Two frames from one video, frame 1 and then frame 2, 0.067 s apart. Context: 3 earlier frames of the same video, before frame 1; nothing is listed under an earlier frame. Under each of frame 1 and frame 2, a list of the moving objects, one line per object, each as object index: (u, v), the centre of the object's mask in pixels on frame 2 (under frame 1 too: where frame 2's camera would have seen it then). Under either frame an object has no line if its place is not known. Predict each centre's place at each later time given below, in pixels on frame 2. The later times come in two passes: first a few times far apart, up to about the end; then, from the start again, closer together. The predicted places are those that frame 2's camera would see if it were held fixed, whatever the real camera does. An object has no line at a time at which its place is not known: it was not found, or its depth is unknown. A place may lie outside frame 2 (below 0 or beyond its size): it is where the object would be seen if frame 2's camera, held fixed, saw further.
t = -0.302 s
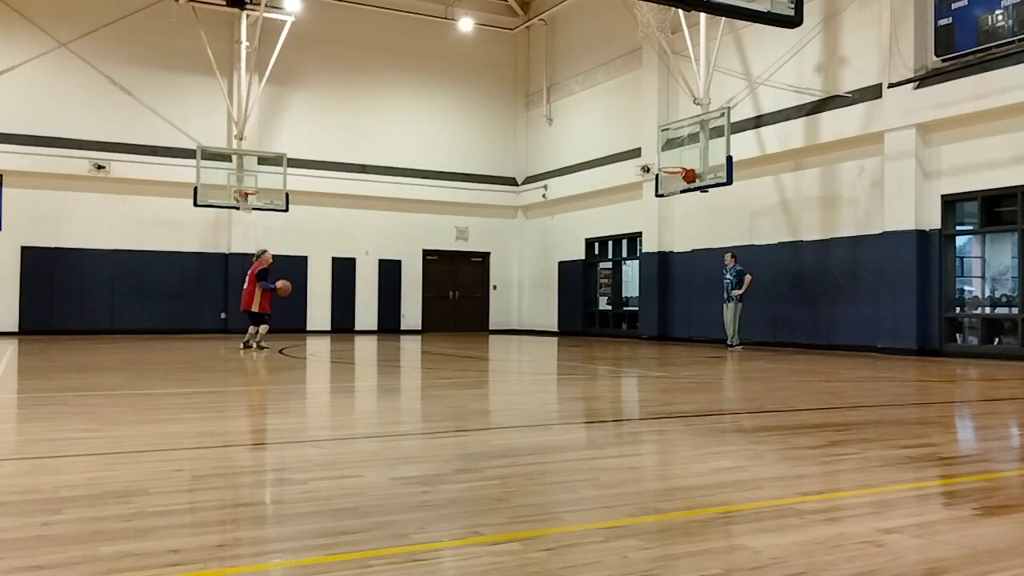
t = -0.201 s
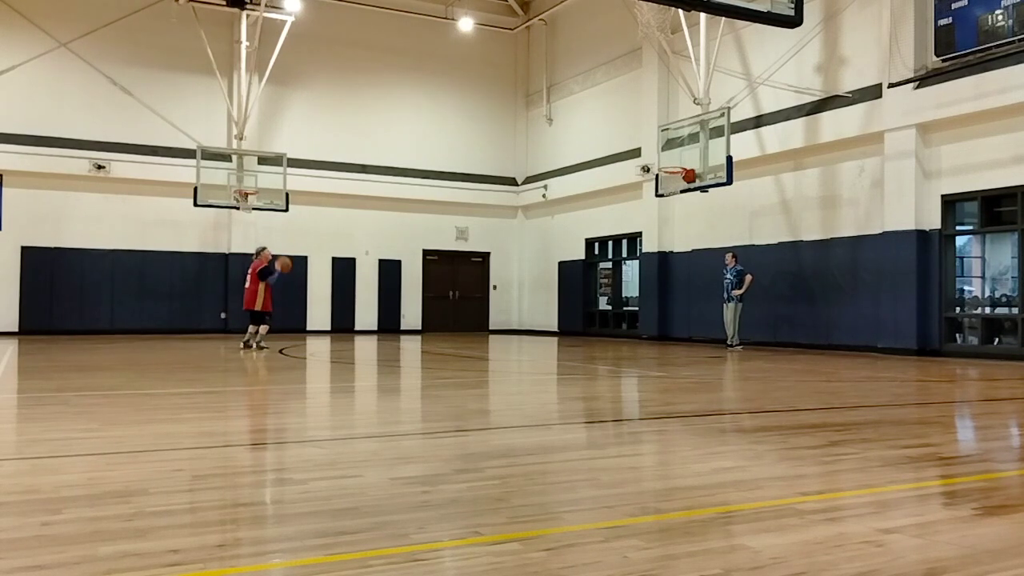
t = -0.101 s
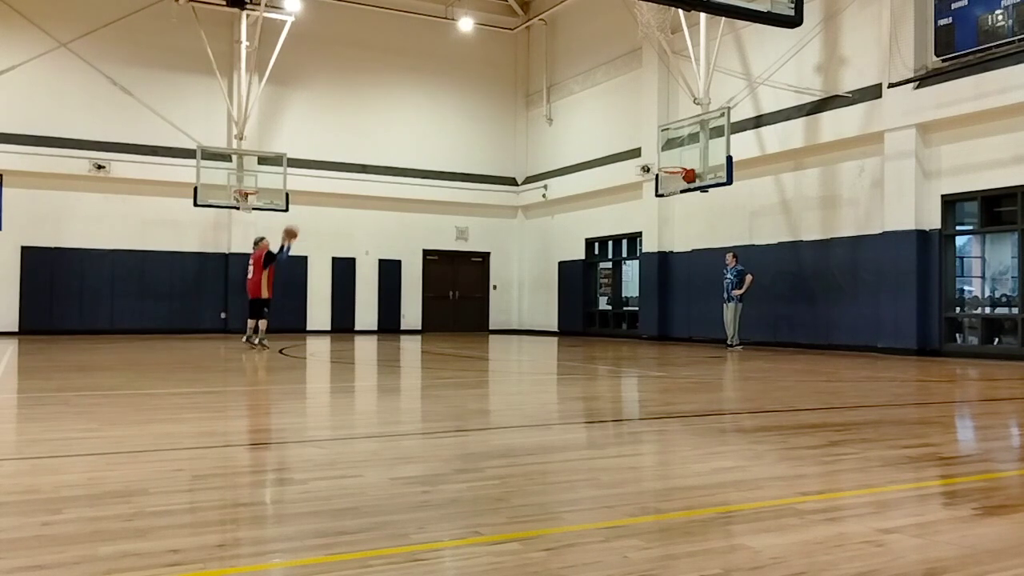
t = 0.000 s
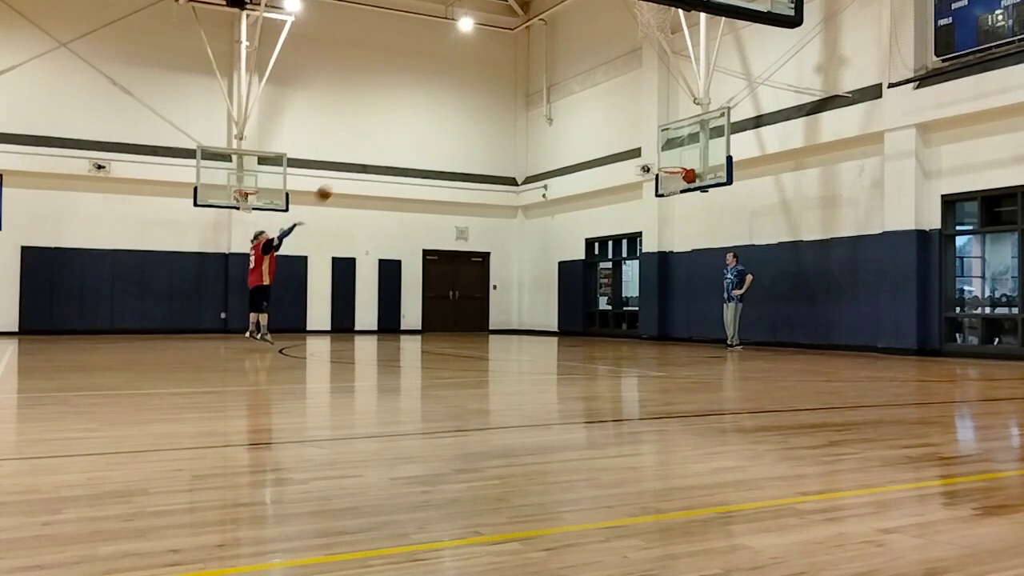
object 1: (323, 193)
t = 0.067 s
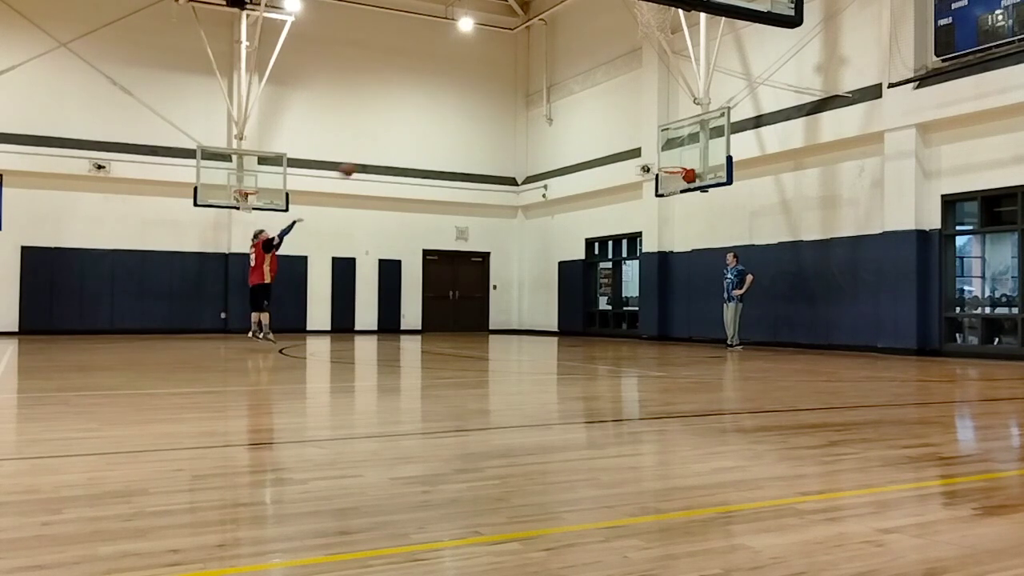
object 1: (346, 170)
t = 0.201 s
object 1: (391, 132)
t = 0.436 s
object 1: (467, 94)
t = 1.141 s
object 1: (676, 166)
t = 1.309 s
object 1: (668, 169)
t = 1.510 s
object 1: (670, 179)
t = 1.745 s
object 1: (658, 187)
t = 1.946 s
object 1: (654, 215)
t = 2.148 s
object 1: (650, 266)
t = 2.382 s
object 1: (645, 337)
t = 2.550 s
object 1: (647, 292)
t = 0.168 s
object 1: (380, 141)
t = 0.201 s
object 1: (391, 132)
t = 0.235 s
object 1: (402, 124)
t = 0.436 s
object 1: (467, 94)
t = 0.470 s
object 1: (477, 91)
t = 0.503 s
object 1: (488, 88)
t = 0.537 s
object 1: (498, 86)
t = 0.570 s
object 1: (509, 85)
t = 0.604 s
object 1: (519, 85)
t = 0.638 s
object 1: (529, 85)
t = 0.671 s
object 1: (540, 86)
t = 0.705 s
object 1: (550, 88)
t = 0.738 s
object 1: (560, 90)
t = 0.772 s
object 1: (570, 93)
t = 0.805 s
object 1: (580, 97)
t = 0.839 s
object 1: (590, 101)
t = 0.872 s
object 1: (600, 105)
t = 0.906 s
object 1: (609, 111)
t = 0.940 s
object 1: (619, 117)
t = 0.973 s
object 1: (629, 124)
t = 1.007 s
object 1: (639, 131)
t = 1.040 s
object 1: (648, 139)
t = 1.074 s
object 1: (658, 147)
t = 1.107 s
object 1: (668, 157)
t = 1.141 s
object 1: (676, 166)
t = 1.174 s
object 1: (678, 169)
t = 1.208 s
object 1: (674, 171)
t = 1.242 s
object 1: (667, 171)
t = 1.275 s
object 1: (665, 170)
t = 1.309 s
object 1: (668, 169)
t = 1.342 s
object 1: (674, 169)
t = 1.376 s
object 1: (677, 170)
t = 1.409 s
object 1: (678, 172)
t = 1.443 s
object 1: (677, 174)
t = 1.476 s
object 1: (673, 177)
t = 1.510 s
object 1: (670, 179)
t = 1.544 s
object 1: (664, 182)
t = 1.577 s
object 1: (662, 183)
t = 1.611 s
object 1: (660, 182)
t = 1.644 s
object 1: (660, 183)
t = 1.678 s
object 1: (659, 183)
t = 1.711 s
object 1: (658, 185)
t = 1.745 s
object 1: (658, 187)
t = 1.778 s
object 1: (657, 190)
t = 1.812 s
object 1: (657, 193)
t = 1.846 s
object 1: (656, 198)
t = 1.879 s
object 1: (655, 203)
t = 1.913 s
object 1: (654, 208)
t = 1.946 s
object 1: (654, 215)
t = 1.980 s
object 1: (653, 221)
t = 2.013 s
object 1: (653, 229)
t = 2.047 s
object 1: (652, 237)
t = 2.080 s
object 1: (651, 247)
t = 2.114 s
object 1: (650, 257)
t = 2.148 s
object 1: (650, 266)
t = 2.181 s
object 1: (649, 277)
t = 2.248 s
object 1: (647, 301)
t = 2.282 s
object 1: (646, 315)
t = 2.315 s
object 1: (645, 329)
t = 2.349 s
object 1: (645, 343)
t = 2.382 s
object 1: (645, 337)
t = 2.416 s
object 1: (645, 327)
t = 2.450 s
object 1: (646, 317)
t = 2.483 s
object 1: (647, 308)
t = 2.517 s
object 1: (647, 299)
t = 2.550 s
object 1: (647, 292)
